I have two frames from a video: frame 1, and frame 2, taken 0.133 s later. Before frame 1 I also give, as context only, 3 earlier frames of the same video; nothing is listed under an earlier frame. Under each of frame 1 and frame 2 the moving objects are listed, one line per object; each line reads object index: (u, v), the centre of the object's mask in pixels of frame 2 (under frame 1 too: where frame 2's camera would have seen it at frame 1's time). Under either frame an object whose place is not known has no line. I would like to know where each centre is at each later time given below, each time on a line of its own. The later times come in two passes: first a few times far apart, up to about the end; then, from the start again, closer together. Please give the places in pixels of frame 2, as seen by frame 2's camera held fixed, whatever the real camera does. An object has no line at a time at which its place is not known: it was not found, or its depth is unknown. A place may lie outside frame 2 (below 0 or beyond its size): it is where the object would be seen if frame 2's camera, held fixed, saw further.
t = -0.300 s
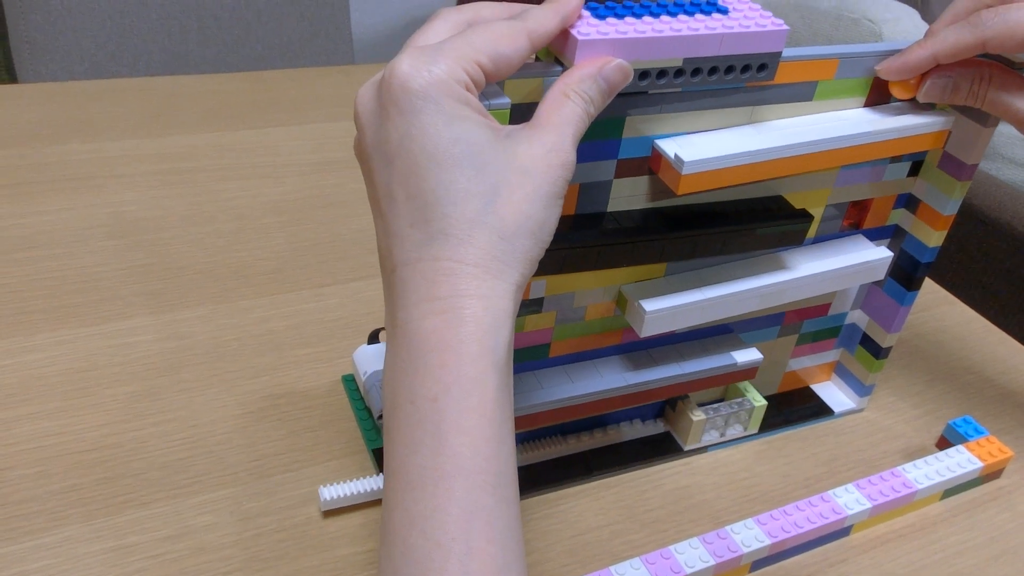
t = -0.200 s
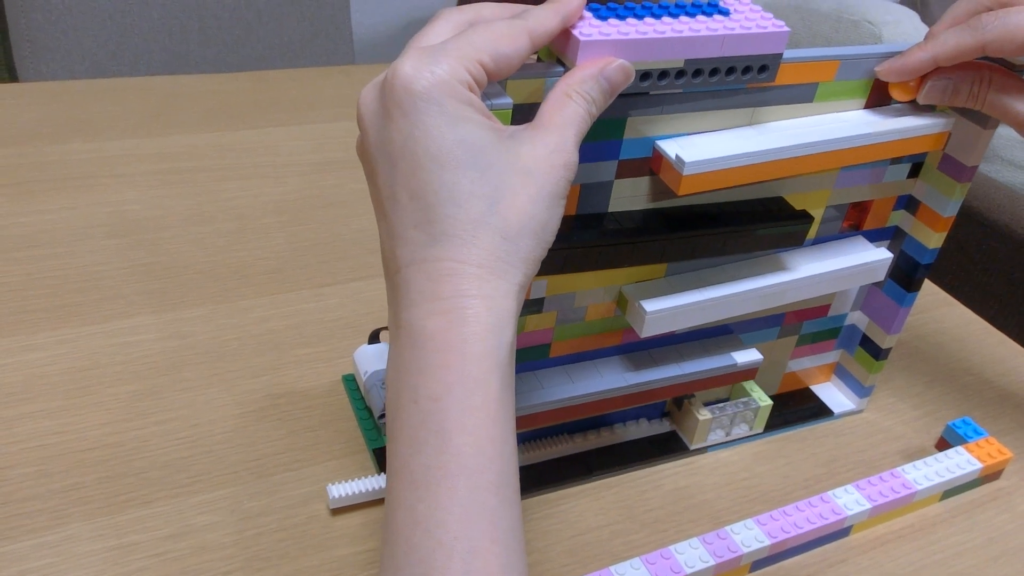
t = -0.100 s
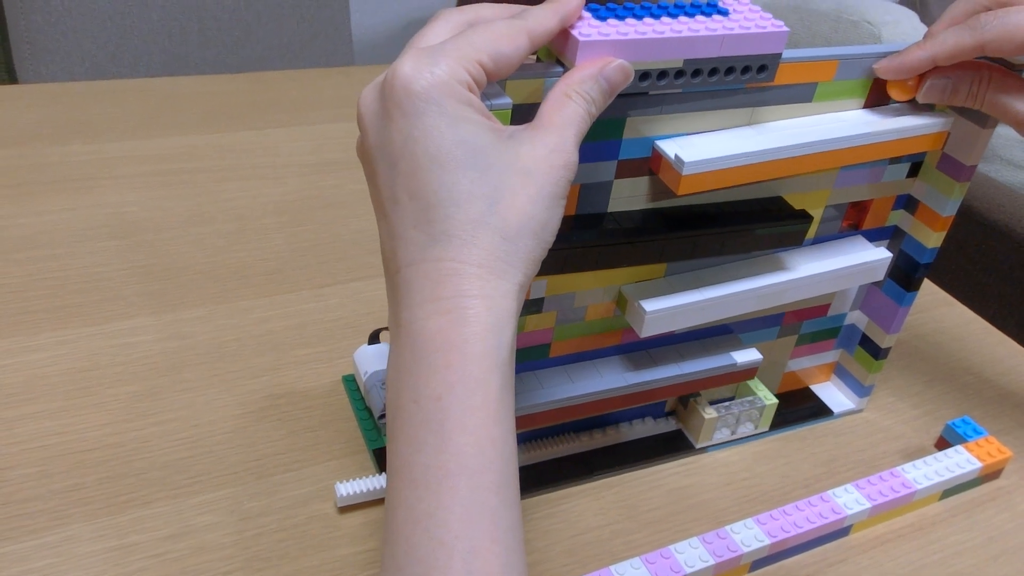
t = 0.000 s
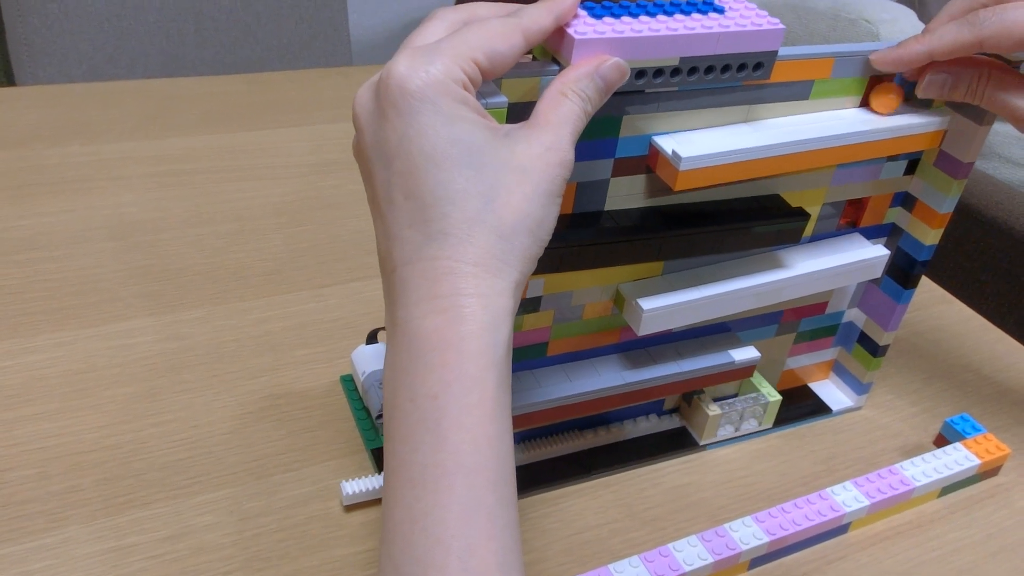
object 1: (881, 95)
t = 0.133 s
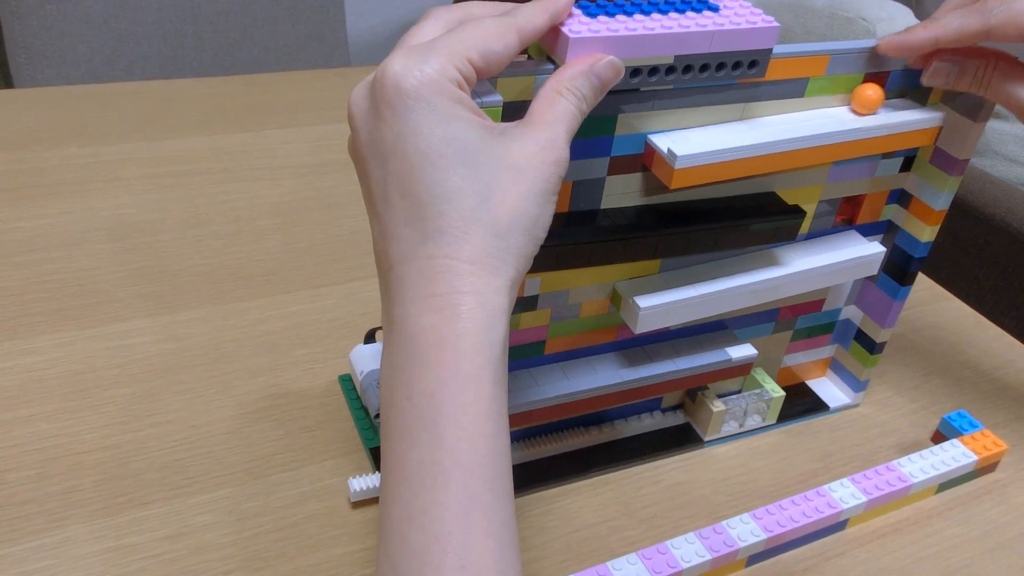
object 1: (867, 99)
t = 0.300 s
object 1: (840, 105)
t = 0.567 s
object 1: (772, 115)
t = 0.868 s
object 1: (639, 150)
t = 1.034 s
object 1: (568, 205)
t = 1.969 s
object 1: (809, 185)
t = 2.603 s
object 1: (586, 314)
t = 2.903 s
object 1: (538, 360)
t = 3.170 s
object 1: (644, 350)
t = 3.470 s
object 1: (826, 374)
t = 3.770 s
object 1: (801, 396)
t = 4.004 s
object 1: (801, 413)
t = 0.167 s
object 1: (864, 101)
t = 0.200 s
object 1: (859, 102)
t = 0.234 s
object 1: (853, 103)
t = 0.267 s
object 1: (847, 104)
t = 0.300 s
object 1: (840, 105)
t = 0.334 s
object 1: (833, 106)
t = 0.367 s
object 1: (826, 107)
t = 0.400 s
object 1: (818, 108)
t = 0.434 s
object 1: (810, 109)
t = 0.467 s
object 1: (801, 111)
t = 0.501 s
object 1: (792, 112)
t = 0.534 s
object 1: (782, 113)
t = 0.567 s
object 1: (772, 115)
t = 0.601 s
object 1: (762, 116)
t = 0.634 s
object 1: (750, 117)
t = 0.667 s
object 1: (737, 120)
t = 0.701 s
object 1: (724, 121)
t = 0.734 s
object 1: (709, 124)
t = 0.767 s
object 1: (693, 127)
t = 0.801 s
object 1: (678, 129)
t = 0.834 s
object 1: (661, 132)
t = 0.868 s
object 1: (639, 150)
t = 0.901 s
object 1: (615, 188)
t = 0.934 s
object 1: (599, 202)
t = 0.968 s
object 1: (585, 205)
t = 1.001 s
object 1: (574, 205)
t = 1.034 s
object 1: (568, 205)
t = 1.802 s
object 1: (752, 188)
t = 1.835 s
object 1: (768, 185)
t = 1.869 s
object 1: (779, 183)
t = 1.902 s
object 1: (790, 181)
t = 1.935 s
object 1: (802, 178)
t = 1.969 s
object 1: (809, 185)
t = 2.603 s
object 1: (586, 314)
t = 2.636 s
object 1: (557, 356)
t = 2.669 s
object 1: (551, 347)
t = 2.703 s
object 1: (541, 356)
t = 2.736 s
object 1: (530, 356)
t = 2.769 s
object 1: (529, 361)
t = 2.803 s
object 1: (529, 360)
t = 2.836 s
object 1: (530, 360)
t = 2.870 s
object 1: (533, 361)
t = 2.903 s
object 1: (538, 360)
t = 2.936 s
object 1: (546, 360)
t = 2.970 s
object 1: (555, 359)
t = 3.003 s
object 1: (567, 358)
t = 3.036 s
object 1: (580, 357)
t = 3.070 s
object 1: (594, 355)
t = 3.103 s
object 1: (611, 354)
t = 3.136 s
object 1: (627, 352)
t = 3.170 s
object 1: (644, 350)
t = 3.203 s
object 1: (663, 348)
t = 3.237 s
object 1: (684, 346)
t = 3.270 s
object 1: (706, 345)
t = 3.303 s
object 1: (727, 344)
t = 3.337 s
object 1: (749, 346)
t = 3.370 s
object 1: (766, 361)
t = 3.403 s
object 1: (785, 358)
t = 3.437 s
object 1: (806, 366)
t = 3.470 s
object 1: (826, 374)
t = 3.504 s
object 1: (829, 366)
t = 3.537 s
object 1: (821, 372)
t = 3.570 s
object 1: (811, 383)
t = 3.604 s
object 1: (806, 387)
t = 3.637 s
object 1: (804, 390)
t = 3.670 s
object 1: (803, 391)
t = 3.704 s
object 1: (802, 393)
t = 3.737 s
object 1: (802, 394)
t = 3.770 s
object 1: (801, 396)
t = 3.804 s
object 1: (801, 398)
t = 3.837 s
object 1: (801, 400)
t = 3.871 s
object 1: (801, 402)
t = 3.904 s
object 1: (801, 404)
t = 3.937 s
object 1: (801, 406)
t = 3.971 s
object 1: (801, 408)
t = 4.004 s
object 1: (801, 413)
